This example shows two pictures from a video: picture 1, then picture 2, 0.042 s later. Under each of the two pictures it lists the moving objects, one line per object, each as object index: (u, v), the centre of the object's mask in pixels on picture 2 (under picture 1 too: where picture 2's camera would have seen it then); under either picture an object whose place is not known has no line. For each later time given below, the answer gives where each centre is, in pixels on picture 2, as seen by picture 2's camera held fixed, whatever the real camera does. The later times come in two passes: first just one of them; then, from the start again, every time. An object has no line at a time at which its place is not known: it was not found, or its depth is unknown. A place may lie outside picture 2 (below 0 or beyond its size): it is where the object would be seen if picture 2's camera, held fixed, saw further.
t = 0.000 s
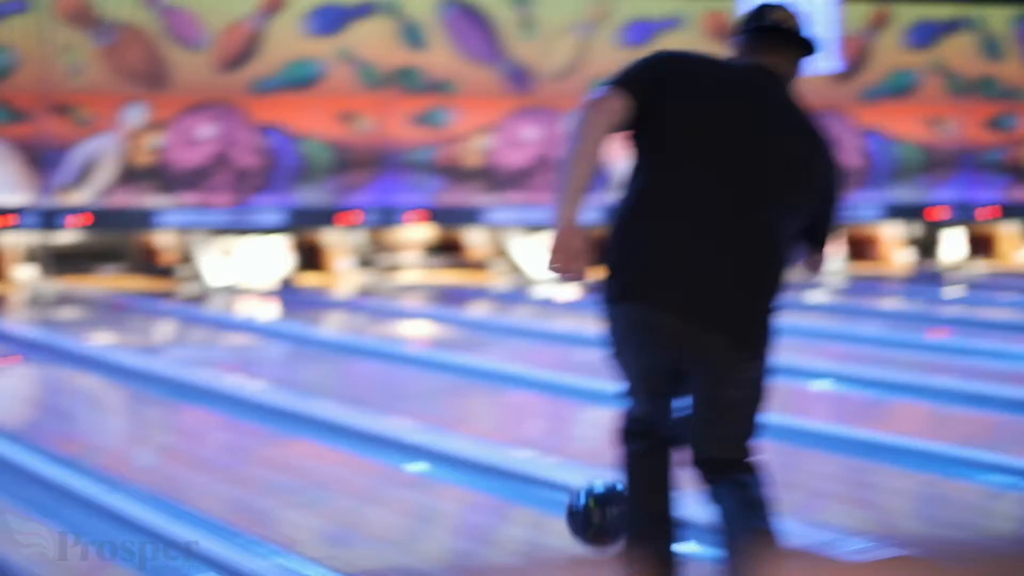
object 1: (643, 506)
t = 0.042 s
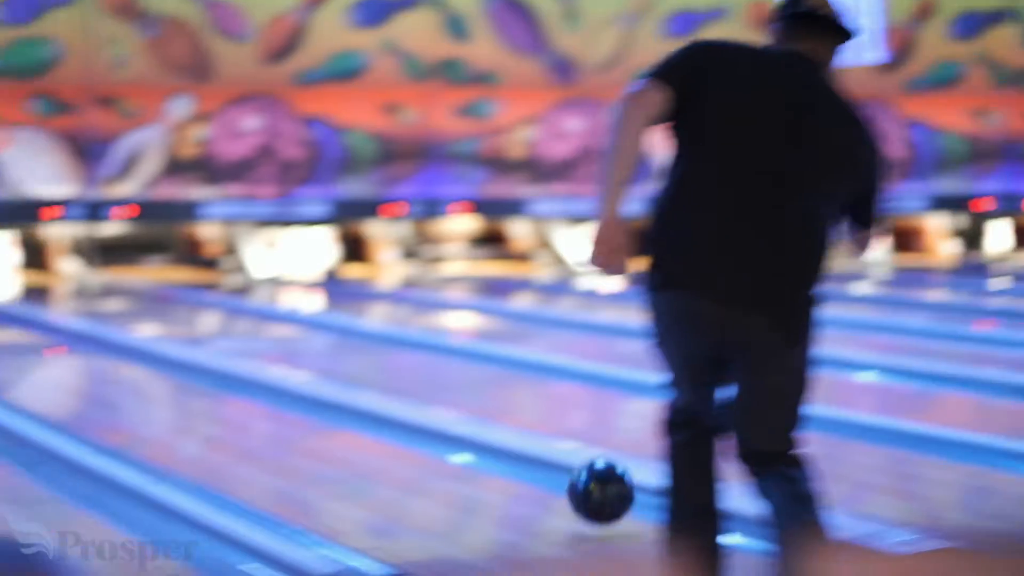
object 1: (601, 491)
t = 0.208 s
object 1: (453, 455)
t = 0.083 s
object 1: (560, 481)
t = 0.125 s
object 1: (521, 476)
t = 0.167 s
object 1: (486, 464)
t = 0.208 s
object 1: (453, 455)
